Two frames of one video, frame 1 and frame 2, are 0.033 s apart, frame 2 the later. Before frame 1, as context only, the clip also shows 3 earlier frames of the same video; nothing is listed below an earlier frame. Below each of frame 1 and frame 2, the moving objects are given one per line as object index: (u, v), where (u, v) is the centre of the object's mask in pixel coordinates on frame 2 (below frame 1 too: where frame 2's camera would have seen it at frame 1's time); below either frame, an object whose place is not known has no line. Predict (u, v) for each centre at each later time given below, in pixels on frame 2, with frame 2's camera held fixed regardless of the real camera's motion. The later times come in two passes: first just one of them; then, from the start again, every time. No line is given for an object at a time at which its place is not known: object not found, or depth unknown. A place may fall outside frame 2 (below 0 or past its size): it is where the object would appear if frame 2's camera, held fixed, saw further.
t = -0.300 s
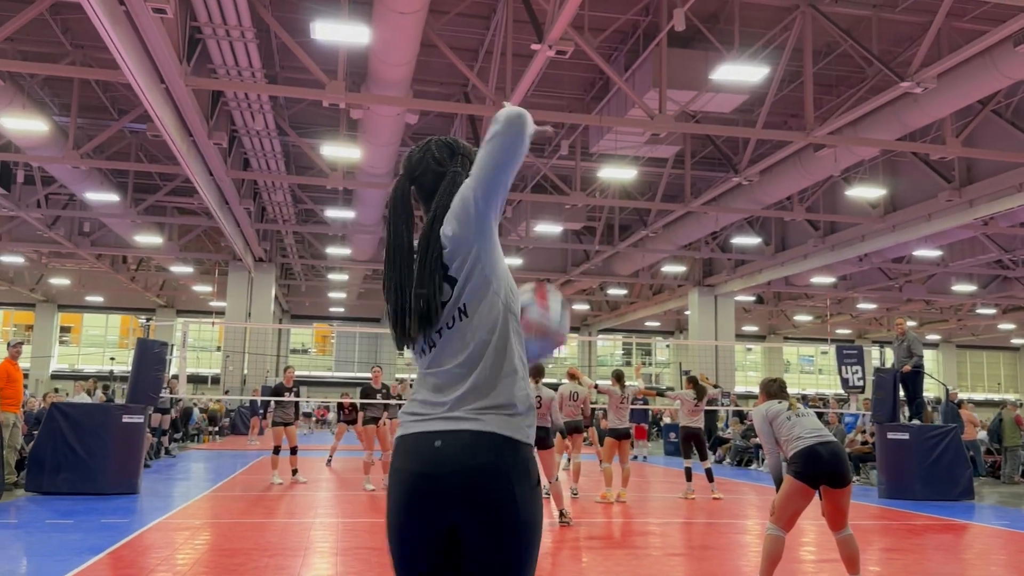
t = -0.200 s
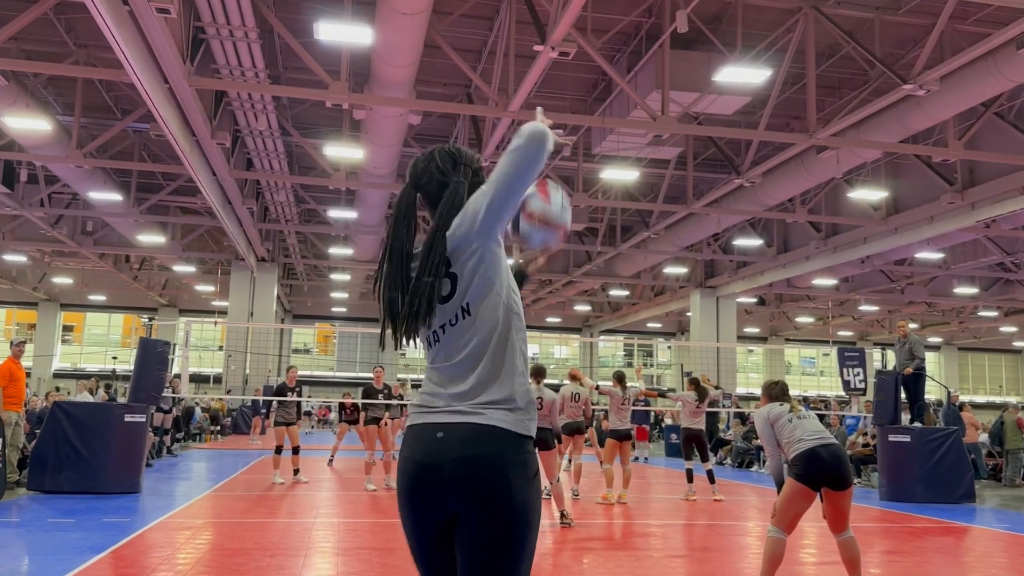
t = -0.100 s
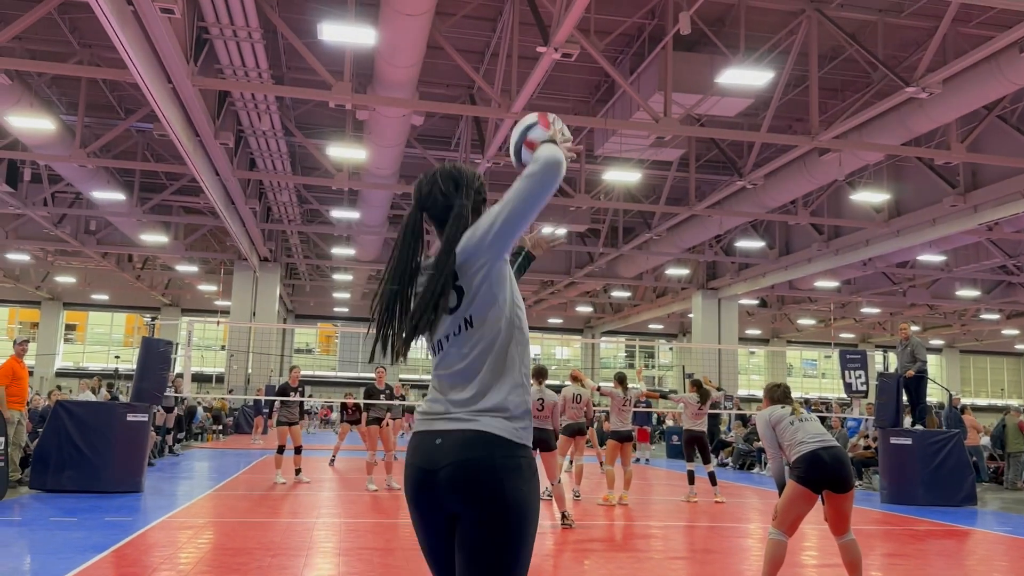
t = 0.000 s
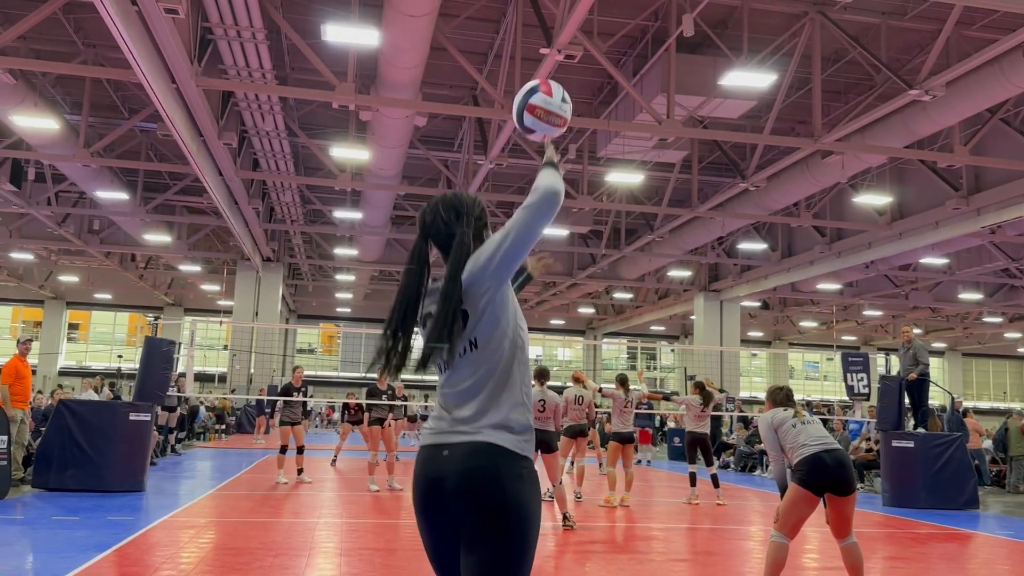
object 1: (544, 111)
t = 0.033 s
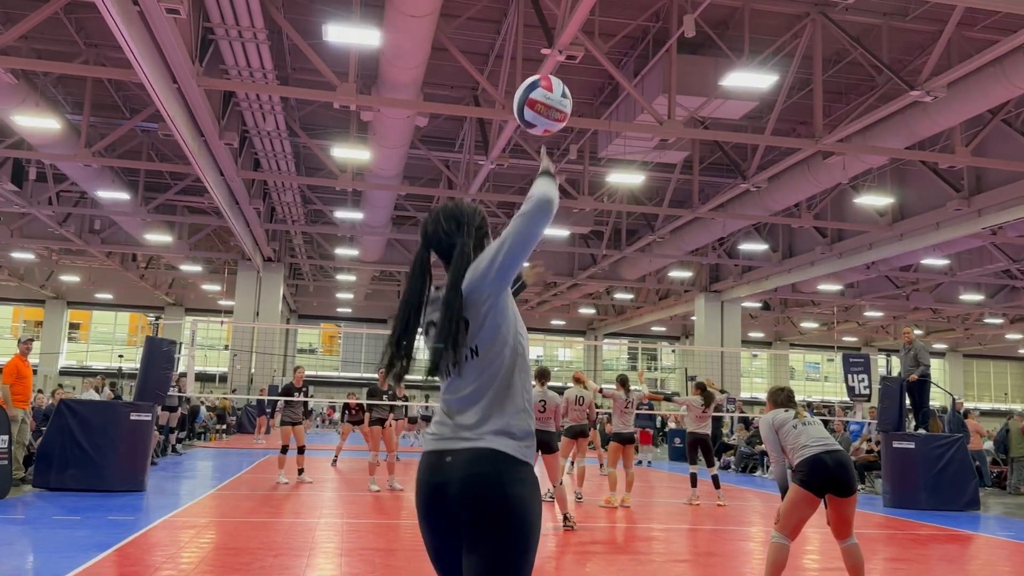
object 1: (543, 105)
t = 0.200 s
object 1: (536, 117)
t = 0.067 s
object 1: (541, 101)
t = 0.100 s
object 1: (540, 101)
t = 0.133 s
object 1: (539, 104)
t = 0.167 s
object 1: (538, 109)
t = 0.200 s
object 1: (536, 117)
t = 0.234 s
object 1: (535, 128)
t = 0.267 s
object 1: (534, 140)
